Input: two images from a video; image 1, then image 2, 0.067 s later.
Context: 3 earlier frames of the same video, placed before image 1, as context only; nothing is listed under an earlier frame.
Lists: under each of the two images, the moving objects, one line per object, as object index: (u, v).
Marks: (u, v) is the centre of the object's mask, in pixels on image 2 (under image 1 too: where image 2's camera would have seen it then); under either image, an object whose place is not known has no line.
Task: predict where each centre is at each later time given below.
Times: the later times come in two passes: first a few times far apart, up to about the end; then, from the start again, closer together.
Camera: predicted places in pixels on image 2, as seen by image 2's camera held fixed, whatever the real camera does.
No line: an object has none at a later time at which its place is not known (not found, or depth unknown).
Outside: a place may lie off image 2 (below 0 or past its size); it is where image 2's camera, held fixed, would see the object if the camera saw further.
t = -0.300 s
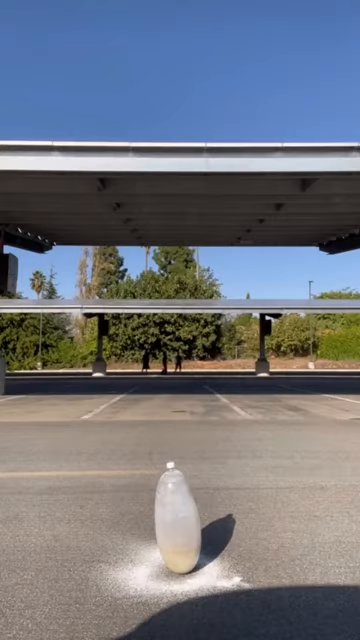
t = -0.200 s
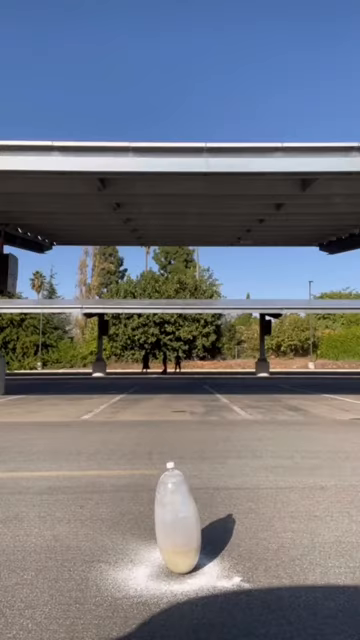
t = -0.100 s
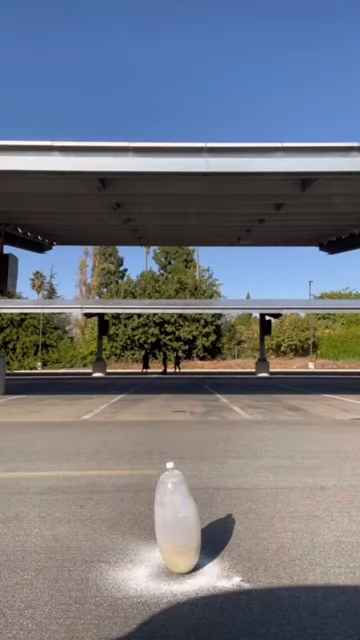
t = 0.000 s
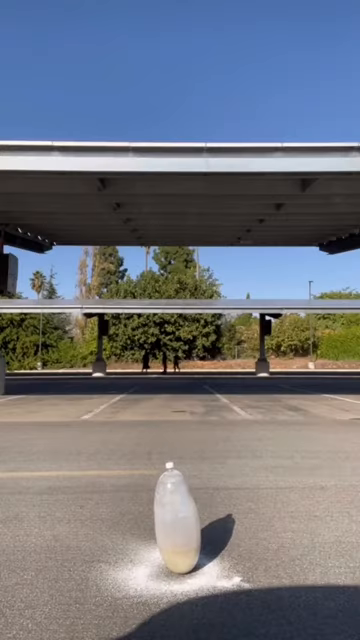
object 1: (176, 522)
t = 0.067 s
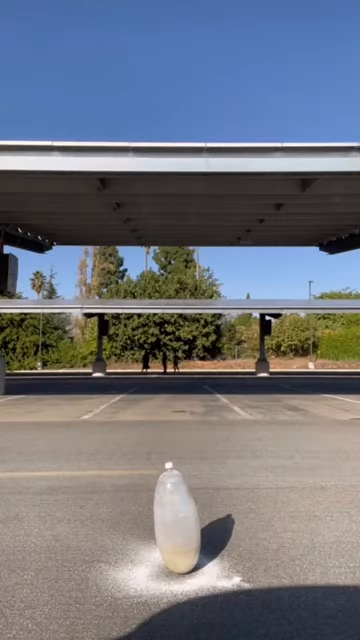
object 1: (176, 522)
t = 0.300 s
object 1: (171, 522)
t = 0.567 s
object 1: (144, 534)
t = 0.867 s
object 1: (119, 554)
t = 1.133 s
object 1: (114, 554)
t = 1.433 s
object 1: (114, 555)
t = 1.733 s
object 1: (118, 553)
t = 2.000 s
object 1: (118, 553)
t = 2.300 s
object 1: (114, 554)
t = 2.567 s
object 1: (112, 552)
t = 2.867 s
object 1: (114, 552)
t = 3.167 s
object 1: (114, 551)
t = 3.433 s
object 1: (114, 550)
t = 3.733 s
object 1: (112, 550)
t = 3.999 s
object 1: (112, 550)
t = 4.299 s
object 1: (113, 550)
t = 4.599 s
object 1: (113, 550)
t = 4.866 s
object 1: (113, 550)
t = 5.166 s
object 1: (113, 551)
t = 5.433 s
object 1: (112, 551)
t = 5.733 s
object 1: (112, 553)
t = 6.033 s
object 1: (113, 553)
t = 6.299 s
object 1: (113, 552)
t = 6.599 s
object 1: (112, 552)
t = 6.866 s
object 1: (112, 553)
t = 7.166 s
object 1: (111, 553)
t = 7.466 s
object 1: (112, 552)
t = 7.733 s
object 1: (112, 552)
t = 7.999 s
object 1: (111, 552)
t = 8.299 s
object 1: (111, 552)
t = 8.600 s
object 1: (111, 553)
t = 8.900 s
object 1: (111, 553)
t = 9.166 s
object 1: (111, 553)
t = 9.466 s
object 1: (111, 553)
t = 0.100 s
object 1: (176, 522)
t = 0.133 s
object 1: (175, 522)
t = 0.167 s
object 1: (175, 521)
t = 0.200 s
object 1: (174, 522)
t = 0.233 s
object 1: (173, 522)
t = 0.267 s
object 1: (172, 522)
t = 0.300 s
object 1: (171, 522)
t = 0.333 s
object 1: (169, 522)
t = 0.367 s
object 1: (167, 523)
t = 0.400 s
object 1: (164, 523)
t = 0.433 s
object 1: (161, 524)
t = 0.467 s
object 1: (158, 525)
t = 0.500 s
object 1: (155, 527)
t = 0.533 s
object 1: (150, 530)
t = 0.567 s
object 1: (144, 534)
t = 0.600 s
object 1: (138, 538)
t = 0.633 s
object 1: (132, 544)
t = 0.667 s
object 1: (126, 550)
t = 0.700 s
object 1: (123, 553)
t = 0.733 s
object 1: (121, 554)
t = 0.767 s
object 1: (121, 554)
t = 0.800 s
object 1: (122, 554)
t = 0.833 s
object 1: (121, 554)
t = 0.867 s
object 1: (119, 554)
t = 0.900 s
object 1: (116, 553)
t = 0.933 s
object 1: (114, 551)
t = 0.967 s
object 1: (113, 551)
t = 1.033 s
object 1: (113, 552)
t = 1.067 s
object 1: (113, 554)
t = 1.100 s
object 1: (114, 554)
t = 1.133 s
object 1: (114, 554)
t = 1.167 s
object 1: (112, 553)
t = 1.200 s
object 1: (111, 552)
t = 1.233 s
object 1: (110, 552)
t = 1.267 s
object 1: (111, 552)
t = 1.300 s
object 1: (112, 554)
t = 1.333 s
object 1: (114, 554)
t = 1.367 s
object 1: (115, 555)
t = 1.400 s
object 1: (115, 555)
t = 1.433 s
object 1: (114, 555)
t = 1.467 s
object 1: (114, 555)
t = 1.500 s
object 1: (115, 554)
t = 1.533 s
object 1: (116, 554)
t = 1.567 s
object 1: (117, 554)
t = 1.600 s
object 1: (118, 553)
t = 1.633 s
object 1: (119, 553)
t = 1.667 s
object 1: (119, 553)
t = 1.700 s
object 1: (118, 553)
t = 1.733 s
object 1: (118, 553)
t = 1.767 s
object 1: (118, 553)
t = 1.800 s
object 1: (118, 553)
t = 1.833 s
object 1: (119, 553)
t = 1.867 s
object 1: (119, 553)
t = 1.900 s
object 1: (118, 553)
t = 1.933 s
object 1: (118, 553)
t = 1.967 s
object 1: (118, 553)
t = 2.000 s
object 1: (118, 553)
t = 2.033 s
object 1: (117, 554)
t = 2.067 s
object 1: (116, 554)
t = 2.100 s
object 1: (115, 554)
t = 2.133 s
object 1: (115, 554)
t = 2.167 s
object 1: (115, 554)
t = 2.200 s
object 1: (115, 554)
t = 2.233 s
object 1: (115, 554)
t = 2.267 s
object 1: (115, 554)
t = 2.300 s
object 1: (114, 554)
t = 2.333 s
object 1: (113, 554)
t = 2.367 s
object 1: (113, 553)
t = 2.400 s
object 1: (113, 553)
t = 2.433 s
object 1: (113, 553)
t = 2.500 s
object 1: (113, 553)
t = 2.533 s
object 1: (112, 553)
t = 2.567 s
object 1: (112, 552)
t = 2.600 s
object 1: (112, 553)
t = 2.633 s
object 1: (113, 553)
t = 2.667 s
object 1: (113, 553)
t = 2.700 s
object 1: (112, 553)
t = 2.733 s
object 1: (112, 552)
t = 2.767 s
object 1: (113, 552)
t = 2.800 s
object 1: (114, 552)
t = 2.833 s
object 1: (114, 552)
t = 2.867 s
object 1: (114, 552)
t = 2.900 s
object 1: (114, 552)
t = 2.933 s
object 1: (114, 552)
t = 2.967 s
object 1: (114, 552)
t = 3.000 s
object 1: (115, 552)
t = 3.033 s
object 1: (115, 551)
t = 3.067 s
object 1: (115, 551)
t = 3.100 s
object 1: (115, 551)
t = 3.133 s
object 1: (114, 551)
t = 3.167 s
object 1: (114, 551)
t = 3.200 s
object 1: (115, 551)
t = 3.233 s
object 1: (115, 551)
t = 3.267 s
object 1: (115, 551)
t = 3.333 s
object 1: (115, 551)
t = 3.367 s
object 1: (114, 551)
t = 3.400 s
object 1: (114, 550)
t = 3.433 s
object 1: (114, 550)
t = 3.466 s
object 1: (114, 550)
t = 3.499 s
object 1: (114, 550)
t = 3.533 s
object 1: (114, 550)
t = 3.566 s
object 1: (113, 550)
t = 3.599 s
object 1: (113, 550)
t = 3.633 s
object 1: (113, 550)
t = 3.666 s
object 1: (113, 550)
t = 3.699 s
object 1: (113, 550)
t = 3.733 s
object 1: (112, 550)
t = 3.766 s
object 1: (112, 550)
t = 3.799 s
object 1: (112, 550)
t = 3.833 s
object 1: (112, 550)
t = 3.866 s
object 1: (112, 550)
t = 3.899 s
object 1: (112, 550)
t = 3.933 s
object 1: (112, 550)
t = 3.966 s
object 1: (112, 550)
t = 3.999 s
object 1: (112, 550)
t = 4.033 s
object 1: (112, 550)
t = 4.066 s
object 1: (112, 550)
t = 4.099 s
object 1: (112, 550)
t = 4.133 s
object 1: (113, 550)
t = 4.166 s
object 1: (113, 551)
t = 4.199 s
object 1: (113, 550)
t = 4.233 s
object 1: (113, 550)
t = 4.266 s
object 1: (113, 550)
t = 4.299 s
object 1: (113, 550)
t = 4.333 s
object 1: (113, 550)
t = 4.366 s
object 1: (113, 550)
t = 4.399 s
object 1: (113, 550)
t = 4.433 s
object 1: (113, 550)
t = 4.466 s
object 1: (114, 550)
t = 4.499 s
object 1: (114, 550)
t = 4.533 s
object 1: (114, 550)
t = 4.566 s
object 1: (114, 550)
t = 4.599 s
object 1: (113, 550)
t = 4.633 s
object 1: (113, 550)
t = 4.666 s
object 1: (114, 550)
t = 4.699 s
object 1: (114, 550)
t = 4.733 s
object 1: (114, 550)
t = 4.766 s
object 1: (114, 550)
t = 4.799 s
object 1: (113, 550)
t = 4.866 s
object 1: (113, 550)
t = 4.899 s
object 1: (114, 550)
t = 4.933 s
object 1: (114, 550)
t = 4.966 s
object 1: (114, 551)
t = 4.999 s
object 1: (113, 551)
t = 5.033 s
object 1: (113, 551)
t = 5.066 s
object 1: (113, 551)
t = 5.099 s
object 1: (113, 551)
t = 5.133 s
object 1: (113, 551)
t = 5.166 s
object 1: (113, 551)
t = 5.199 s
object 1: (112, 551)
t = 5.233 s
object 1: (112, 551)
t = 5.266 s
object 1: (112, 551)
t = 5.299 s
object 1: (112, 551)
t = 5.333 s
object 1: (112, 551)
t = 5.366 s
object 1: (112, 551)
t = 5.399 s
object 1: (112, 551)
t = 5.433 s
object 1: (112, 551)
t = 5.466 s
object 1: (112, 551)
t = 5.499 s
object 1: (112, 551)
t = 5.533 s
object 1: (112, 552)
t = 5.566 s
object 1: (112, 552)
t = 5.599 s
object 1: (112, 553)
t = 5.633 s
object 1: (112, 553)
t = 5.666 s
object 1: (112, 553)
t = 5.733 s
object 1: (112, 553)
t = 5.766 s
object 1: (112, 553)
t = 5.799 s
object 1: (112, 553)
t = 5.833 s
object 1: (112, 553)
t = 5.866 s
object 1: (113, 553)
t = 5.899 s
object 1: (113, 553)
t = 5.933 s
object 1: (113, 553)
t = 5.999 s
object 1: (113, 553)
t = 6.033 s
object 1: (113, 553)
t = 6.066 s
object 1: (113, 553)
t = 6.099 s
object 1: (113, 553)
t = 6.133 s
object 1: (113, 553)
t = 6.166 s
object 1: (113, 553)
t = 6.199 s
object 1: (113, 552)
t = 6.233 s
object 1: (113, 552)
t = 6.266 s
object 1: (113, 552)
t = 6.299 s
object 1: (113, 552)
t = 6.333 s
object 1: (113, 552)
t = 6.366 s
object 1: (113, 552)
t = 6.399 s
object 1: (113, 552)
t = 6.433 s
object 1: (113, 552)
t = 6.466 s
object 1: (112, 552)
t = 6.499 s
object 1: (112, 552)
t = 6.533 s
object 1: (112, 552)
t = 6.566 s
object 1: (112, 552)
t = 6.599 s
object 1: (112, 552)
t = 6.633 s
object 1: (112, 552)
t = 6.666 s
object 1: (112, 552)
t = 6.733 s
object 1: (112, 552)
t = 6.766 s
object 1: (112, 552)
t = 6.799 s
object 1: (112, 552)
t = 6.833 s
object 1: (112, 553)
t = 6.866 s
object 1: (112, 553)
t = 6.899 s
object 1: (111, 553)
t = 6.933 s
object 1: (111, 553)
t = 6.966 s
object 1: (112, 553)
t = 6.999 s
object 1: (111, 553)
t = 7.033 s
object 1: (111, 553)
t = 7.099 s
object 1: (111, 553)
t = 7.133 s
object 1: (112, 553)
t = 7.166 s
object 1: (111, 553)
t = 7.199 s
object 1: (111, 553)
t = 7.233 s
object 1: (111, 553)
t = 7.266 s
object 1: (112, 553)
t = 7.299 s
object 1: (112, 553)
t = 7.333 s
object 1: (112, 553)
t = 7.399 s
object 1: (112, 552)
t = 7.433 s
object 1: (112, 552)
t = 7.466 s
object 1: (112, 552)
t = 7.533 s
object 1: (112, 552)
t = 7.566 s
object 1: (112, 552)
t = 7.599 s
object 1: (112, 552)
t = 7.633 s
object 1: (112, 552)
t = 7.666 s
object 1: (112, 552)
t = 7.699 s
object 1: (112, 552)
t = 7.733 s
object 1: (112, 552)
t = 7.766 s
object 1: (112, 552)
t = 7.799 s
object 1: (111, 552)
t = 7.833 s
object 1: (111, 552)
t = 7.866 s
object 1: (111, 552)
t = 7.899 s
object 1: (112, 553)
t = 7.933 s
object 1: (112, 552)
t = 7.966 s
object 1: (112, 552)
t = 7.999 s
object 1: (111, 552)
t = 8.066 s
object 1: (111, 552)
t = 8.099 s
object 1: (111, 552)
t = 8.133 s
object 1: (111, 552)
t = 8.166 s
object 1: (111, 552)
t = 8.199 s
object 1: (111, 552)
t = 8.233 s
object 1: (111, 552)
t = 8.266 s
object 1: (111, 552)
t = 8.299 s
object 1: (111, 552)
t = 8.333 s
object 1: (111, 552)
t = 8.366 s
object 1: (111, 552)
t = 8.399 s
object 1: (111, 553)
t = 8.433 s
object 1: (111, 553)
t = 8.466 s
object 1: (111, 553)
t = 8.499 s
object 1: (111, 553)
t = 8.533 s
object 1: (111, 553)
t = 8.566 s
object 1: (111, 553)
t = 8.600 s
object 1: (111, 553)
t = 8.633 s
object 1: (111, 553)
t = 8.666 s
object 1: (111, 553)
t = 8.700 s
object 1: (111, 553)
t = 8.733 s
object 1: (111, 553)
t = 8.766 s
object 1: (111, 553)
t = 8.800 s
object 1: (111, 553)
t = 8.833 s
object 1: (111, 553)
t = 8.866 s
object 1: (111, 553)
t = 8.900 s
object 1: (111, 553)
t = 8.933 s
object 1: (111, 553)
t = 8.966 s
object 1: (111, 553)
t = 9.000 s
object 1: (111, 553)
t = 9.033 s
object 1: (111, 553)
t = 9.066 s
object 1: (111, 553)
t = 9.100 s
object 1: (111, 553)
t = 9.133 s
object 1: (111, 552)
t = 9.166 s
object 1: (111, 553)
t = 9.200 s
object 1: (111, 553)
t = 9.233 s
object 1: (111, 553)
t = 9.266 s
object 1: (111, 553)
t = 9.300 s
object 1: (111, 552)
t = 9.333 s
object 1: (111, 553)
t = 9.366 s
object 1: (111, 553)
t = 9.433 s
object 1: (111, 552)
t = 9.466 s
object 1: (111, 553)
